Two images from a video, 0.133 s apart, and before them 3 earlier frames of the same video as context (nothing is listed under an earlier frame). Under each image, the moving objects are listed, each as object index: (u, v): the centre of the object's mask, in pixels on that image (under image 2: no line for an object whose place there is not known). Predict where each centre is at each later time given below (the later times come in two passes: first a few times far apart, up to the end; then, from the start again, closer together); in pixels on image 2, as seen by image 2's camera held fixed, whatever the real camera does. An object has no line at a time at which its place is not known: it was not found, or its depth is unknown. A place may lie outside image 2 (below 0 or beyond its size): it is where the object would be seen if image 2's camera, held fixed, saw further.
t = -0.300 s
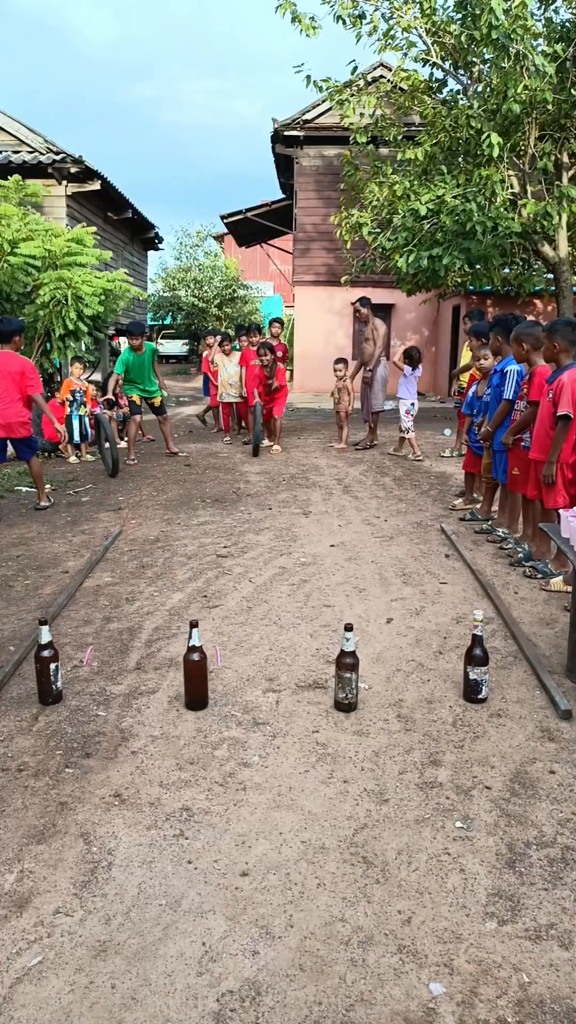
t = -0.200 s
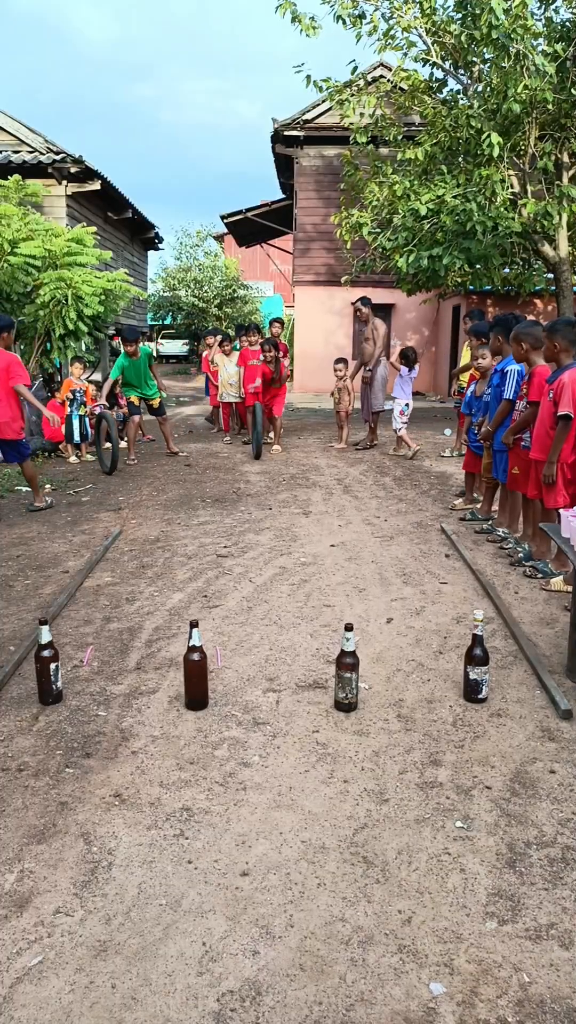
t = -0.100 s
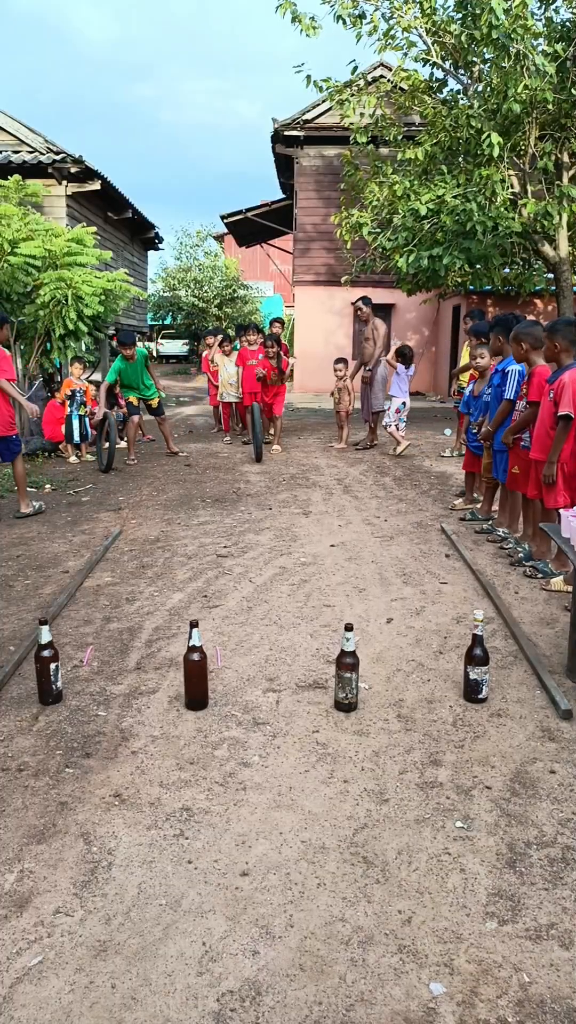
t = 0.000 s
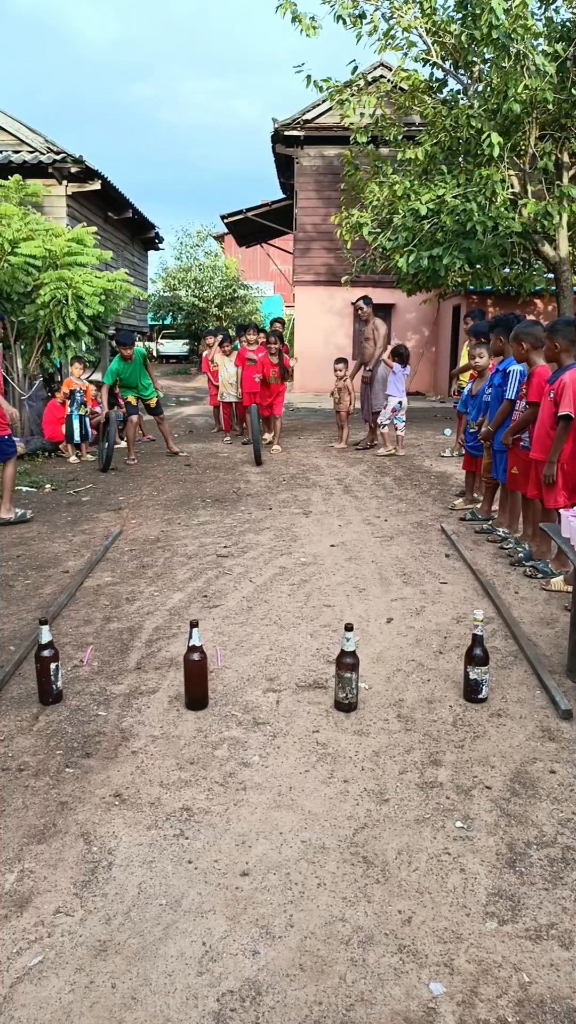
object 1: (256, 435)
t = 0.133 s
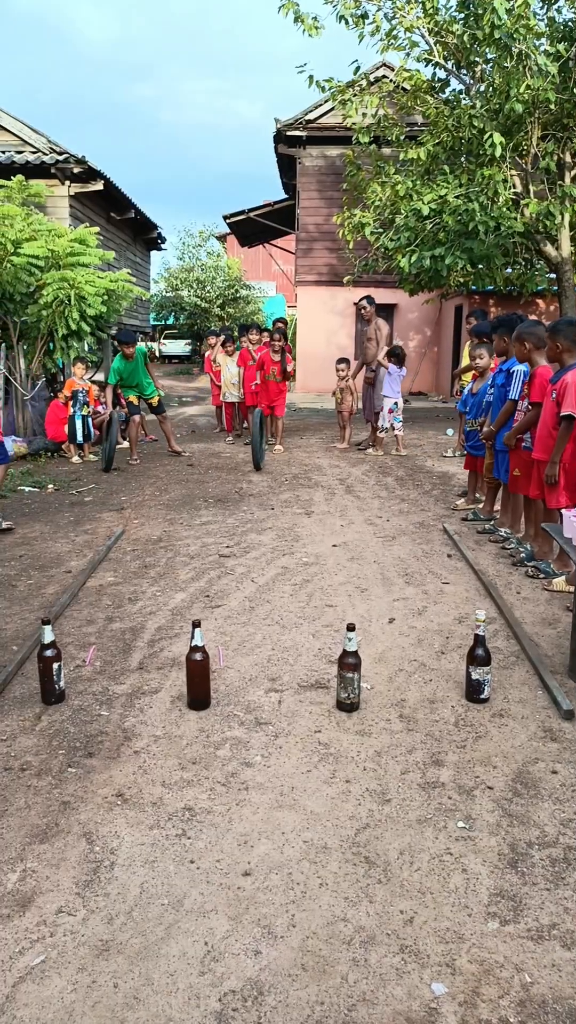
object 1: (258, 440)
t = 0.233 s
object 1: (258, 443)
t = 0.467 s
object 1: (258, 450)
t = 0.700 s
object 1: (255, 458)
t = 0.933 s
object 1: (254, 471)
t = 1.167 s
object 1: (250, 480)
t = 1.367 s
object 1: (247, 490)
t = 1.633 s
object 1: (244, 506)
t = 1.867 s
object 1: (238, 525)
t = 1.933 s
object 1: (237, 530)
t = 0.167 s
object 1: (258, 441)
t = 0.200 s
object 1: (258, 442)
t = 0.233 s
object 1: (258, 443)
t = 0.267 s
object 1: (258, 443)
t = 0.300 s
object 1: (258, 444)
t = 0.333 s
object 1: (259, 446)
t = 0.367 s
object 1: (258, 446)
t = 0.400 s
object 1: (258, 447)
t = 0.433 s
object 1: (258, 448)
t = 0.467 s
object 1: (258, 450)
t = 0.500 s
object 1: (257, 452)
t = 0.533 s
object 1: (257, 453)
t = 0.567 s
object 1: (257, 453)
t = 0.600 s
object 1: (256, 455)
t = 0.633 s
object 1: (256, 456)
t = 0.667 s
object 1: (255, 457)
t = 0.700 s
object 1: (255, 458)
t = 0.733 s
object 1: (255, 460)
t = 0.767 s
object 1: (255, 462)
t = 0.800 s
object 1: (255, 464)
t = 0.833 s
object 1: (255, 466)
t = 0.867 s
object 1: (254, 466)
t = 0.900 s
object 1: (254, 469)
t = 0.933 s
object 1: (254, 471)
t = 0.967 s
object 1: (254, 472)
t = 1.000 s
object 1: (253, 473)
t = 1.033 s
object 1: (253, 474)
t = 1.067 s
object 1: (252, 476)
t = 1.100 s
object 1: (250, 479)
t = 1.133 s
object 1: (251, 478)
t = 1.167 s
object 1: (250, 480)
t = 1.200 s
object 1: (249, 482)
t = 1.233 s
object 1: (249, 484)
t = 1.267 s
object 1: (249, 485)
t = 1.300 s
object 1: (248, 487)
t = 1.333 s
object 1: (247, 489)
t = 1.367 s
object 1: (247, 490)
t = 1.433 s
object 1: (247, 495)
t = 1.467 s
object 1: (246, 497)
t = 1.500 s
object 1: (246, 499)
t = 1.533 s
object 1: (246, 501)
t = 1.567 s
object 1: (245, 504)
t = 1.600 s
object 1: (245, 504)
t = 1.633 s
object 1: (244, 506)
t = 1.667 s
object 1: (244, 509)
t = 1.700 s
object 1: (243, 511)
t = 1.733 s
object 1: (241, 515)
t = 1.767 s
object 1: (240, 517)
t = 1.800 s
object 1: (240, 519)
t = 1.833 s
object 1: (239, 522)
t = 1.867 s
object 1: (238, 525)
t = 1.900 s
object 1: (237, 528)
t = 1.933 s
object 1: (237, 530)
